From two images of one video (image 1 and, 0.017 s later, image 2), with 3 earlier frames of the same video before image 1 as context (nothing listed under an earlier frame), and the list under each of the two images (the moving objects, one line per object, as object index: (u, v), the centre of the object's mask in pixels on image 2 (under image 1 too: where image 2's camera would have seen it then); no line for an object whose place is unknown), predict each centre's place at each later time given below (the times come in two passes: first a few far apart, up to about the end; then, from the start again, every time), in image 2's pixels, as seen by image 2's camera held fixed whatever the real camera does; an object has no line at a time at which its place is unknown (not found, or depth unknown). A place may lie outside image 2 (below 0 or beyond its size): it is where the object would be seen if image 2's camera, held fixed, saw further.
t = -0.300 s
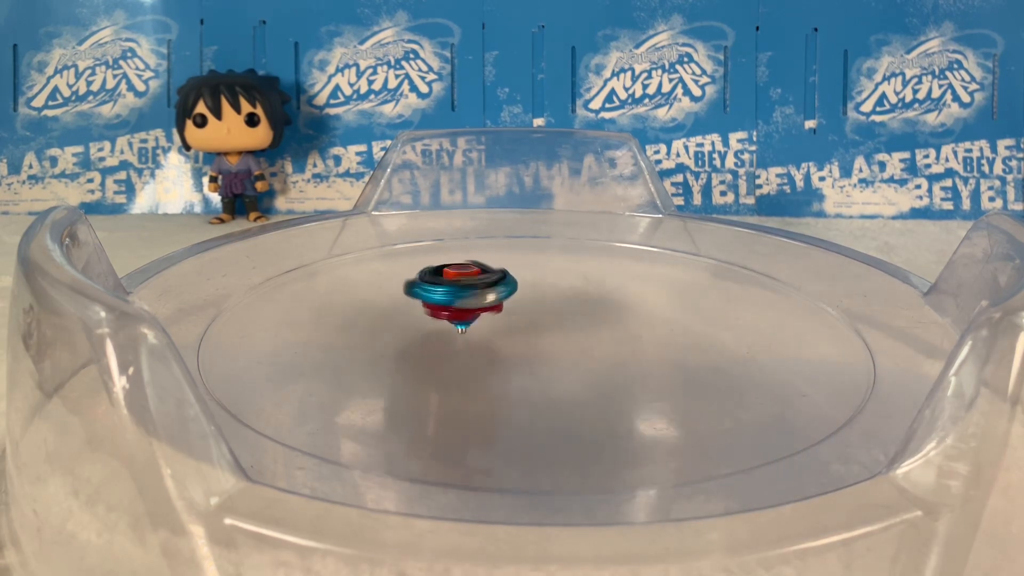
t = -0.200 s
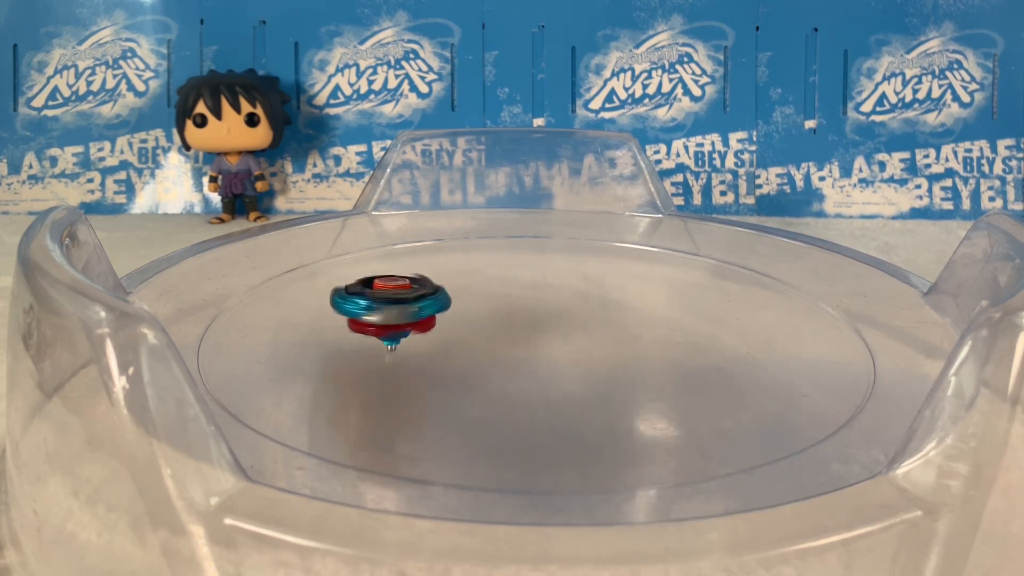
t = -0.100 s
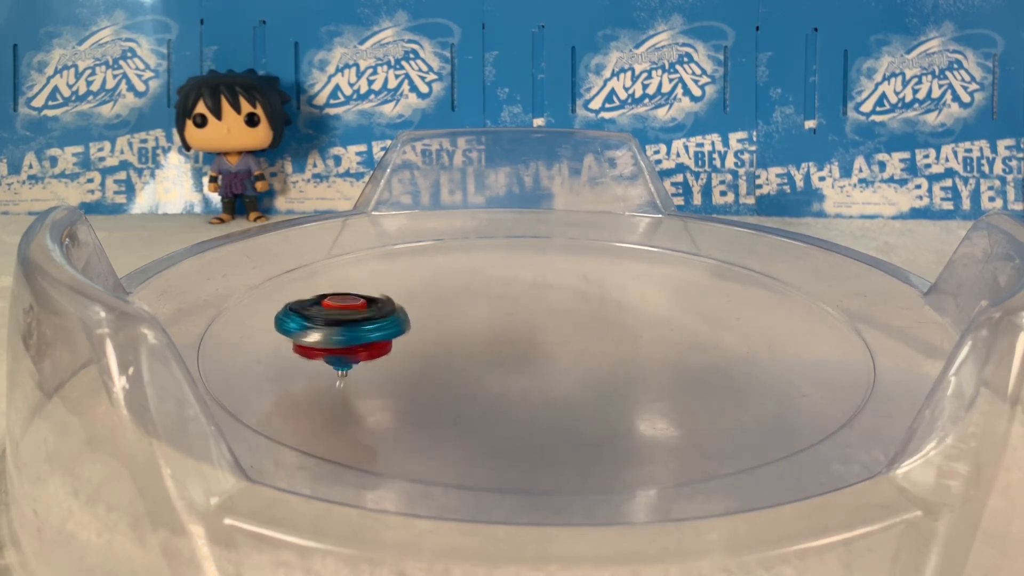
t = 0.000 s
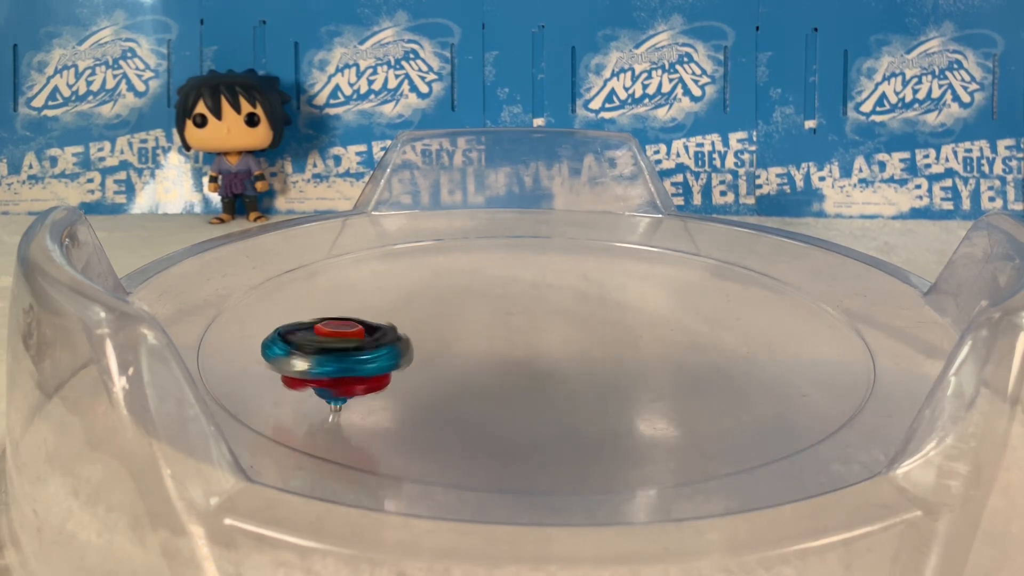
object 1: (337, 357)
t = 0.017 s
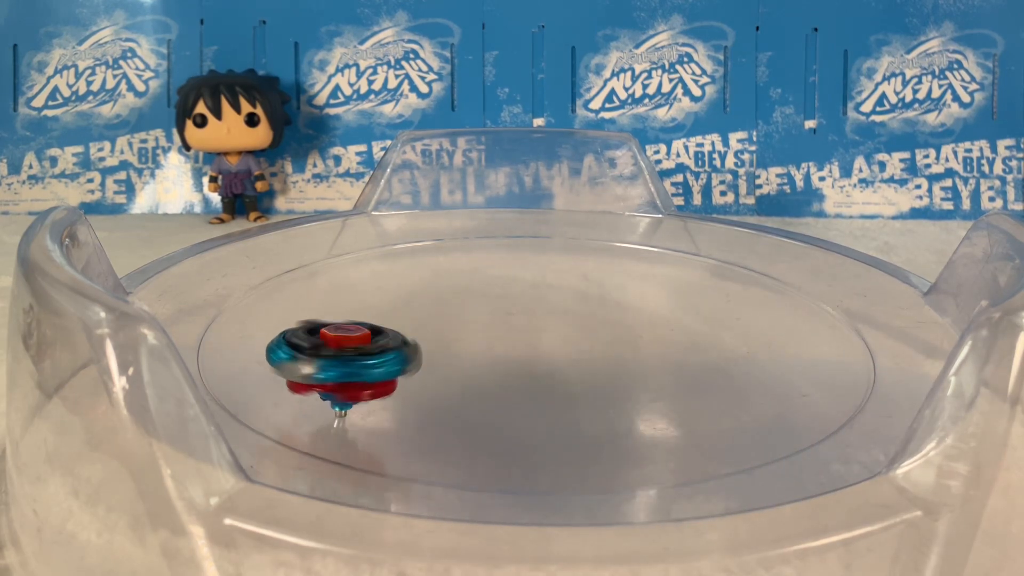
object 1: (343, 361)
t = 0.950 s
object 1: (364, 269)
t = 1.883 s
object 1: (557, 260)
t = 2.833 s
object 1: (655, 305)
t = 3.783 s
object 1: (652, 344)
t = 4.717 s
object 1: (553, 377)
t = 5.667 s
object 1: (360, 338)
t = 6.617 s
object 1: (429, 259)
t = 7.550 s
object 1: (649, 267)
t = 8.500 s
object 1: (692, 340)
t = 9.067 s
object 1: (354, 292)
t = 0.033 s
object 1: (351, 367)
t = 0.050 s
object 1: (362, 373)
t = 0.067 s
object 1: (375, 376)
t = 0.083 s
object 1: (390, 382)
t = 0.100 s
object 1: (408, 386)
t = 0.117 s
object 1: (427, 389)
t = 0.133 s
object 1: (447, 393)
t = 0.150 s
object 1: (469, 395)
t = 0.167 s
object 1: (490, 396)
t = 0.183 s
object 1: (512, 396)
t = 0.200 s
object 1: (533, 397)
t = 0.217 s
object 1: (553, 395)
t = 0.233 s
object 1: (573, 393)
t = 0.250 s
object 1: (591, 390)
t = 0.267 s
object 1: (606, 386)
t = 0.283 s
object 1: (621, 382)
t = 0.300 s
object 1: (633, 378)
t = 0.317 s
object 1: (642, 372)
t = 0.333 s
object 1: (650, 366)
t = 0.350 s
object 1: (656, 361)
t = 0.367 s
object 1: (660, 355)
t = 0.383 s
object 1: (662, 349)
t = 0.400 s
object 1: (663, 343)
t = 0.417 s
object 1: (662, 337)
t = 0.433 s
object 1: (660, 331)
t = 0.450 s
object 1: (657, 325)
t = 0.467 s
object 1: (652, 319)
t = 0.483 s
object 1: (647, 314)
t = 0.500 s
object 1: (642, 308)
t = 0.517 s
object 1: (634, 303)
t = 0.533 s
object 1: (627, 298)
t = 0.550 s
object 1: (619, 293)
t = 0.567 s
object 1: (611, 289)
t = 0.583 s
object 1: (602, 285)
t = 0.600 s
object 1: (593, 280)
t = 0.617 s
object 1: (582, 276)
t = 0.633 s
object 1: (572, 273)
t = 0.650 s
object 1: (562, 269)
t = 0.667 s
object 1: (551, 266)
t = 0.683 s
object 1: (540, 263)
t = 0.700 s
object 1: (529, 260)
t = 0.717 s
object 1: (518, 258)
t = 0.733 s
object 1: (506, 256)
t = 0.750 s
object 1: (495, 254)
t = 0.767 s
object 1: (482, 252)
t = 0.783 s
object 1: (471, 252)
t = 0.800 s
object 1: (459, 251)
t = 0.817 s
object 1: (447, 251)
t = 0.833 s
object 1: (435, 251)
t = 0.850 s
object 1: (424, 252)
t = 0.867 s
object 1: (412, 253)
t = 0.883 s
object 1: (401, 256)
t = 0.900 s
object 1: (391, 258)
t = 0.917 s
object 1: (380, 261)
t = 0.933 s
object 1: (371, 265)
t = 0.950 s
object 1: (364, 269)
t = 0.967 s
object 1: (357, 274)
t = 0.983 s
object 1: (352, 280)
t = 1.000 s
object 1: (349, 285)
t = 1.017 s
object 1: (346, 292)
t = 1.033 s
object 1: (346, 298)
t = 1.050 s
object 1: (348, 305)
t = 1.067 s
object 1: (351, 312)
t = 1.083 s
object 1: (356, 319)
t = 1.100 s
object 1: (364, 325)
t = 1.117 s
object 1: (373, 332)
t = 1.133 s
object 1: (383, 339)
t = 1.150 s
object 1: (397, 344)
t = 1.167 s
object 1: (411, 350)
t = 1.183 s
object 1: (426, 355)
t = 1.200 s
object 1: (443, 359)
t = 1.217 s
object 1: (461, 363)
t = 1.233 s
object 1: (478, 366)
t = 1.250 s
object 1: (498, 368)
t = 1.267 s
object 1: (516, 370)
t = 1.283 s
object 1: (535, 371)
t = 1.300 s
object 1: (554, 370)
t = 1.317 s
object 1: (572, 370)
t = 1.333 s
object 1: (590, 369)
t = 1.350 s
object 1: (607, 367)
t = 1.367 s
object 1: (624, 364)
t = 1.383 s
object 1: (640, 361)
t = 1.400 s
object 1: (654, 358)
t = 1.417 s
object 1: (668, 354)
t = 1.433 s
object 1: (681, 350)
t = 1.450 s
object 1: (692, 345)
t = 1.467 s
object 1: (702, 340)
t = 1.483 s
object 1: (711, 335)
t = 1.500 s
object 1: (718, 329)
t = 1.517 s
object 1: (724, 323)
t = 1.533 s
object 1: (729, 318)
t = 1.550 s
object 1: (732, 312)
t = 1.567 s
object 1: (733, 306)
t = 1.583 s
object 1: (734, 300)
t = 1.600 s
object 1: (733, 295)
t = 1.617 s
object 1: (731, 289)
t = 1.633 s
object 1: (727, 284)
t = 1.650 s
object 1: (722, 279)
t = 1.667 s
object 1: (715, 275)
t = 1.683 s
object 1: (708, 271)
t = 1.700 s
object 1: (699, 267)
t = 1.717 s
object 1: (689, 264)
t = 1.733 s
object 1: (678, 261)
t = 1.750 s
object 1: (666, 258)
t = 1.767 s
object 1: (654, 257)
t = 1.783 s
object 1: (640, 255)
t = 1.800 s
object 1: (627, 255)
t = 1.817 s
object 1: (613, 255)
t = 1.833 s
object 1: (599, 255)
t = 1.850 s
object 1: (585, 256)
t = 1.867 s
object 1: (571, 258)
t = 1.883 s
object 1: (557, 260)
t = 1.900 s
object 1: (544, 262)
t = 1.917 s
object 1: (531, 264)
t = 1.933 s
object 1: (518, 268)
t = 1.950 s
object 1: (506, 271)
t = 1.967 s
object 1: (495, 274)
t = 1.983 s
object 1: (484, 278)
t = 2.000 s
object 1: (473, 283)
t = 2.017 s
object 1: (464, 287)
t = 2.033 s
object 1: (455, 292)
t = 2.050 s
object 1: (447, 297)
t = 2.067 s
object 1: (440, 301)
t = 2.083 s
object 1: (434, 307)
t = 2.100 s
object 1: (428, 313)
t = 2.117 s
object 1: (424, 317)
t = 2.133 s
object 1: (421, 323)
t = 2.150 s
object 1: (418, 329)
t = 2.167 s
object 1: (416, 333)
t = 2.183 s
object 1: (416, 339)
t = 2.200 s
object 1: (417, 345)
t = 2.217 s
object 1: (418, 350)
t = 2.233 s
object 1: (421, 356)
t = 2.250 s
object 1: (426, 361)
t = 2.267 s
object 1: (431, 365)
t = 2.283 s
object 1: (438, 370)
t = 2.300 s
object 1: (448, 375)
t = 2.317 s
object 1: (457, 378)
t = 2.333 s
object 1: (469, 383)
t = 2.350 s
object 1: (482, 385)
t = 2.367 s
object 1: (496, 390)
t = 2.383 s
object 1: (511, 393)
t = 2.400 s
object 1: (528, 394)
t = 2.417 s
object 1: (546, 396)
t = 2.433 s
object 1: (564, 398)
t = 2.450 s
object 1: (582, 398)
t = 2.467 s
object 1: (601, 398)
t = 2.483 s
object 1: (621, 397)
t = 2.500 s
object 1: (638, 395)
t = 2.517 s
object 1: (656, 392)
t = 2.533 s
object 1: (674, 388)
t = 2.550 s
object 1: (688, 384)
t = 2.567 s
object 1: (701, 380)
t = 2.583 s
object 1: (713, 377)
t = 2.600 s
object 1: (723, 371)
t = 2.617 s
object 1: (730, 366)
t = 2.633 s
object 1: (734, 361)
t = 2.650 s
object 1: (737, 355)
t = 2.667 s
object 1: (737, 350)
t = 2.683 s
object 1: (734, 345)
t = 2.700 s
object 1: (730, 339)
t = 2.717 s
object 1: (725, 334)
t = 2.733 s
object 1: (718, 329)
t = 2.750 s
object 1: (710, 324)
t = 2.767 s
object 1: (701, 320)
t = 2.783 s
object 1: (690, 316)
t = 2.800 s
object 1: (679, 312)
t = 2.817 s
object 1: (668, 308)
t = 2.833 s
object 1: (655, 305)
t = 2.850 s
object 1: (643, 302)
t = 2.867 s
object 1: (629, 299)
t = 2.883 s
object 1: (616, 297)
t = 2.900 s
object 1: (603, 294)
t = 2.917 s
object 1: (589, 292)
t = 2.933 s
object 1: (576, 290)
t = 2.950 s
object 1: (563, 287)
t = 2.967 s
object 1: (549, 286)
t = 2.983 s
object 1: (536, 285)
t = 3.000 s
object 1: (523, 283)
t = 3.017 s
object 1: (510, 283)
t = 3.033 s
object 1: (497, 282)
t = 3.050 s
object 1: (484, 281)
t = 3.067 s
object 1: (471, 281)
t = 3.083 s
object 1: (459, 281)
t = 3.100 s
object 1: (446, 281)
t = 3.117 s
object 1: (433, 281)
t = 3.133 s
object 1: (421, 281)
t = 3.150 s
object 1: (409, 282)
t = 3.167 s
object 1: (397, 283)
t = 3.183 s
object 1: (387, 284)
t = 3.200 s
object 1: (375, 286)
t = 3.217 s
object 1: (365, 288)
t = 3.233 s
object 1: (355, 290)
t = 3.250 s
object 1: (346, 293)
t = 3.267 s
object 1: (338, 297)
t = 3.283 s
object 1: (330, 299)
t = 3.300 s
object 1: (323, 304)
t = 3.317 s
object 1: (319, 308)
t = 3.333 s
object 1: (314, 312)
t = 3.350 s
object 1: (312, 318)
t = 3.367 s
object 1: (313, 322)
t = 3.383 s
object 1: (314, 329)
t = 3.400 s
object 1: (318, 335)
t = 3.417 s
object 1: (324, 340)
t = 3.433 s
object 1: (333, 346)
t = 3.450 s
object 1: (343, 353)
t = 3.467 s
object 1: (355, 357)
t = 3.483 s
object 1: (370, 362)
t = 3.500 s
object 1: (387, 367)
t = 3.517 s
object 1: (404, 371)
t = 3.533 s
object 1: (423, 374)
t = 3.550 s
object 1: (443, 377)
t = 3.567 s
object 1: (464, 379)
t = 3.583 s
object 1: (484, 381)
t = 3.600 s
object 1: (504, 380)
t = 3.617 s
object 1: (523, 380)
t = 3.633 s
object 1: (541, 379)
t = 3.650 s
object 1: (558, 377)
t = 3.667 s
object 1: (575, 373)
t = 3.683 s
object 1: (591, 371)
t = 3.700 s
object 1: (605, 367)
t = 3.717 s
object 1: (618, 364)
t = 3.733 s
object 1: (629, 358)
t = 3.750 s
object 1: (638, 354)
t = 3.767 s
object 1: (647, 349)
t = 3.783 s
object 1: (652, 344)
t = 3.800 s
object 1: (658, 338)
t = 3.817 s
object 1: (663, 332)
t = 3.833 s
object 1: (666, 327)
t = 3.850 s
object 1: (668, 321)
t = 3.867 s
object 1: (669, 316)
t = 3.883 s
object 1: (669, 310)
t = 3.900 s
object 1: (667, 305)
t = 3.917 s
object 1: (664, 299)
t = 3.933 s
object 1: (661, 294)
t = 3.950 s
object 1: (657, 288)
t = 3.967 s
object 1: (652, 283)
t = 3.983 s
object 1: (647, 279)
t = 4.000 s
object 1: (641, 274)
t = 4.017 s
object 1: (634, 270)
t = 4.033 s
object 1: (627, 266)
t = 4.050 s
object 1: (618, 262)
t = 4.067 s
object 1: (609, 259)
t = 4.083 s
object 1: (600, 255)
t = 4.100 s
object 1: (590, 253)
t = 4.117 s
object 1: (580, 250)
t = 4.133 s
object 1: (569, 248)
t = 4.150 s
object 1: (559, 247)
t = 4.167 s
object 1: (547, 246)
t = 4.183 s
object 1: (535, 246)
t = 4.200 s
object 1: (523, 246)
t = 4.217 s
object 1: (511, 246)
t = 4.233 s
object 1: (499, 247)
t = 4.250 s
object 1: (488, 249)
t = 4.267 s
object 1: (478, 250)
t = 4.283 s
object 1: (467, 254)
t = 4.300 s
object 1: (457, 257)
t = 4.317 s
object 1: (448, 260)
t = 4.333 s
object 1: (439, 265)
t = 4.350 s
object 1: (431, 269)
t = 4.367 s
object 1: (423, 274)
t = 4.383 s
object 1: (418, 280)
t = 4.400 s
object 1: (413, 285)
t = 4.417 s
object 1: (410, 291)
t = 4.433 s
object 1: (407, 298)
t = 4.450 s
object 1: (406, 303)
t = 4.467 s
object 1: (406, 310)
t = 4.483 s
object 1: (407, 317)
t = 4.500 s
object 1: (409, 323)
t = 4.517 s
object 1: (414, 329)
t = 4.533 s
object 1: (420, 334)
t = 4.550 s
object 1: (427, 341)
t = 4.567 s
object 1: (435, 347)
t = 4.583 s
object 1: (444, 351)
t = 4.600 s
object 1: (454, 356)
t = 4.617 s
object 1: (465, 361)
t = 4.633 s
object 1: (477, 365)
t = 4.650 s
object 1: (491, 368)
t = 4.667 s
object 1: (507, 371)
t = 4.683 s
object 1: (522, 374)
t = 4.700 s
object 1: (538, 376)
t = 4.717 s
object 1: (553, 377)
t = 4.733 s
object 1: (569, 378)
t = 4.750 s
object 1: (587, 378)
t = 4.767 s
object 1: (604, 378)
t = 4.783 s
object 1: (621, 378)
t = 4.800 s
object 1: (639, 376)
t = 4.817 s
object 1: (655, 374)
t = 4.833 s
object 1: (671, 373)
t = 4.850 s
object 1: (685, 370)
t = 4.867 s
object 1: (699, 366)
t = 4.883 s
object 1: (713, 362)
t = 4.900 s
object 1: (726, 358)
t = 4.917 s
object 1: (736, 354)
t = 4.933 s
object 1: (744, 349)
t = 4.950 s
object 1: (751, 344)
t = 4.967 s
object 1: (757, 338)
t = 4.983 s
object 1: (760, 333)
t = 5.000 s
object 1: (762, 328)
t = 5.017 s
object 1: (763, 322)
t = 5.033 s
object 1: (761, 317)
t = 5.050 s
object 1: (757, 313)
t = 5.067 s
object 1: (750, 308)
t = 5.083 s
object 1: (743, 303)
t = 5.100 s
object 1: (735, 299)
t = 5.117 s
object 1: (726, 296)
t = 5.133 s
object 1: (715, 293)
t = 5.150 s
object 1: (703, 290)
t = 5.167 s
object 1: (690, 288)
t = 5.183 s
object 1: (677, 286)
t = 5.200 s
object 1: (663, 284)
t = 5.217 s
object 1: (649, 283)
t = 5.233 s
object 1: (635, 282)
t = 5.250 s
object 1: (621, 283)
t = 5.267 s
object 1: (607, 282)
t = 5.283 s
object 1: (591, 283)
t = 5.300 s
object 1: (577, 283)
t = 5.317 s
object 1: (563, 283)
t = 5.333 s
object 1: (549, 284)
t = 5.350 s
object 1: (536, 285)
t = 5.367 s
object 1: (522, 286)
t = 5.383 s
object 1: (509, 289)
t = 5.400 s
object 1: (496, 290)
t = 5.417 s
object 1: (484, 291)
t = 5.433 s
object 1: (472, 294)
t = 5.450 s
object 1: (461, 295)
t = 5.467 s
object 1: (449, 298)
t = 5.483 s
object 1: (439, 301)
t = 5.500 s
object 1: (428, 304)
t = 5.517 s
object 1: (418, 306)
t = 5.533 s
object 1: (409, 308)
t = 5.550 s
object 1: (400, 312)
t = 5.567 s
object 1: (392, 316)
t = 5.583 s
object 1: (385, 319)
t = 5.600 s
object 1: (377, 323)
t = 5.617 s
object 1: (372, 326)
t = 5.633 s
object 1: (366, 330)
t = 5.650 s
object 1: (362, 334)
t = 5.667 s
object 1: (360, 338)
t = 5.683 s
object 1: (359, 343)
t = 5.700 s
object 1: (359, 348)
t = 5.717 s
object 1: (358, 352)
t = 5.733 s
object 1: (362, 357)
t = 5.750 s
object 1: (367, 361)
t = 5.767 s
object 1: (374, 366)
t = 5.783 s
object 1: (383, 371)
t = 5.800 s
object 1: (393, 376)
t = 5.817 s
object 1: (404, 380)
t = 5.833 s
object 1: (420, 383)
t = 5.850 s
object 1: (436, 387)
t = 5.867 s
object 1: (453, 390)
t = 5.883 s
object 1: (472, 391)
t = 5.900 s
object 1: (490, 393)
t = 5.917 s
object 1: (510, 394)
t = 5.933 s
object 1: (529, 394)
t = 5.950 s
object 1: (548, 394)
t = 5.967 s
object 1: (566, 392)
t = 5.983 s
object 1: (582, 390)
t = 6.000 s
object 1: (598, 387)
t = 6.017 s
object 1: (611, 383)
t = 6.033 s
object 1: (623, 380)
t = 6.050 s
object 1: (634, 375)
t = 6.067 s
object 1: (642, 371)
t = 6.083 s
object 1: (649, 366)
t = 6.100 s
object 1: (653, 360)
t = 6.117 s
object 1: (657, 355)
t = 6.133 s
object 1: (660, 349)
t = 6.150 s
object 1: (660, 343)
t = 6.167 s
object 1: (659, 338)
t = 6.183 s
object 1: (657, 332)
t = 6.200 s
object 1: (654, 327)
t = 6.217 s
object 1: (651, 322)
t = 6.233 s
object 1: (647, 317)
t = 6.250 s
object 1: (641, 312)
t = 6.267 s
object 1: (634, 307)
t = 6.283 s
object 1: (627, 302)
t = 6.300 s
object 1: (620, 298)
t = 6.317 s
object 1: (613, 294)
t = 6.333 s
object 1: (605, 290)
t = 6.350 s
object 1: (595, 286)
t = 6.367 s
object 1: (586, 282)
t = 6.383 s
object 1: (578, 278)
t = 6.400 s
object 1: (568, 275)
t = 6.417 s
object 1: (559, 272)
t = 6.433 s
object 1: (548, 269)
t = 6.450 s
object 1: (537, 267)
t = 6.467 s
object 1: (527, 264)
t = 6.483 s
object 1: (517, 262)
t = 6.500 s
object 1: (506, 261)
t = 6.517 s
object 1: (495, 259)
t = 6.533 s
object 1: (483, 258)
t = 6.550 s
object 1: (473, 257)
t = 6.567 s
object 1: (462, 257)
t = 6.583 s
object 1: (451, 257)
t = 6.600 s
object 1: (440, 257)
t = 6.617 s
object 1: (429, 259)
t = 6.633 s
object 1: (418, 260)
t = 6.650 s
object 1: (409, 262)
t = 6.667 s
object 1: (400, 265)
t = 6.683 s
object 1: (391, 268)
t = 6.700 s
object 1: (383, 272)
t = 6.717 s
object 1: (376, 275)
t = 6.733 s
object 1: (370, 280)
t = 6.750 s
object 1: (366, 286)
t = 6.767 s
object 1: (364, 290)
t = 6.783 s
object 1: (362, 297)
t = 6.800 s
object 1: (362, 302)
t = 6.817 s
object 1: (363, 309)
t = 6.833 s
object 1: (367, 315)
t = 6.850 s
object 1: (373, 321)
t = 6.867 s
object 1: (379, 327)
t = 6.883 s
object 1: (387, 333)
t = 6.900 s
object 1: (397, 339)
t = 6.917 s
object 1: (409, 344)
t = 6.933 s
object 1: (421, 349)
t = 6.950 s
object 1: (434, 354)
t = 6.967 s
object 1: (449, 357)
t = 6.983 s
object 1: (464, 361)
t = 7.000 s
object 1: (481, 364)
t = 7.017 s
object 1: (497, 365)
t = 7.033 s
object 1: (513, 367)
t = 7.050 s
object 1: (530, 368)
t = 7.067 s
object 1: (548, 369)
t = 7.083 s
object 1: (565, 369)
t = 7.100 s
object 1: (581, 368)
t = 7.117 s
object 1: (596, 367)
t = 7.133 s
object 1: (612, 365)
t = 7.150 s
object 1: (627, 363)
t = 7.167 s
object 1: (641, 360)
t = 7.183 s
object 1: (654, 357)
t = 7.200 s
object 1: (666, 353)
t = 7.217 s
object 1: (679, 349)
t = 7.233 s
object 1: (690, 345)
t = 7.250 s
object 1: (699, 341)
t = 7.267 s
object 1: (706, 336)
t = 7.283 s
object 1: (712, 331)
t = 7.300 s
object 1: (719, 326)
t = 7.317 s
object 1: (724, 321)
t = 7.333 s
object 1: (726, 316)
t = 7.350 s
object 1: (726, 311)
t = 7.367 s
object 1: (727, 305)
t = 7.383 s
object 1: (727, 300)
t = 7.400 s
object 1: (724, 296)
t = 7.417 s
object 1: (720, 291)
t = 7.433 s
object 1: (714, 287)
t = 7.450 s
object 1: (708, 283)
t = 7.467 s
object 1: (701, 279)
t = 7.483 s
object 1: (692, 276)
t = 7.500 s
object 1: (682, 272)
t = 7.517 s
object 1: (672, 270)
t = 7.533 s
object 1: (661, 268)
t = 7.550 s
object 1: (649, 267)
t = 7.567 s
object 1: (637, 266)
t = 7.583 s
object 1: (624, 265)
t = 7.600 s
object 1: (611, 265)
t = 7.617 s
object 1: (599, 266)
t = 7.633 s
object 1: (585, 266)
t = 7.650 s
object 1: (571, 268)
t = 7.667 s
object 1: (559, 268)
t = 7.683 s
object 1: (546, 271)
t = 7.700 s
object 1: (534, 274)
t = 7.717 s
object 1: (521, 276)
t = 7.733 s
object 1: (509, 279)
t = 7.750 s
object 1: (499, 282)
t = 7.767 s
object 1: (489, 285)
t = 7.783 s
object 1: (478, 290)
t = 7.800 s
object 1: (468, 293)
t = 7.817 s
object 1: (459, 297)
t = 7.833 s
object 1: (452, 301)
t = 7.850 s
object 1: (445, 305)
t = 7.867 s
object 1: (438, 310)
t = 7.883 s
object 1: (431, 314)
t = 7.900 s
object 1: (426, 319)
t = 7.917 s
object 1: (422, 323)
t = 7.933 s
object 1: (419, 329)
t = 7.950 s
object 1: (416, 333)
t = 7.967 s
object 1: (414, 337)
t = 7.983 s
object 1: (413, 343)
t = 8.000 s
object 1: (415, 347)
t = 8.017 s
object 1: (415, 353)
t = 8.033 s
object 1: (418, 357)
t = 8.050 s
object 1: (422, 361)
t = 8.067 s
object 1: (428, 366)
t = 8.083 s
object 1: (433, 370)
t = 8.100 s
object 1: (440, 375)
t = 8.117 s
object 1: (451, 378)
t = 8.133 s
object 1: (462, 382)
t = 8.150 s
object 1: (474, 386)
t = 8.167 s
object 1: (485, 389)
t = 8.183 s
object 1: (500, 390)
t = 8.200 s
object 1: (516, 392)
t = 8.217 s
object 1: (532, 394)
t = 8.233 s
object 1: (549, 395)
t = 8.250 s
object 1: (566, 395)
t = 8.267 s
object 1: (584, 395)
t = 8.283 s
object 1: (601, 395)
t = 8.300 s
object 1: (616, 393)
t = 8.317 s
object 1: (633, 390)
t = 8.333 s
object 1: (648, 387)
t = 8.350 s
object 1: (661, 384)
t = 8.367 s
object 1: (670, 379)
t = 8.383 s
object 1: (680, 374)
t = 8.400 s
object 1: (688, 371)
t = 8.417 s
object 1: (693, 366)
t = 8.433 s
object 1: (697, 361)
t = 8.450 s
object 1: (698, 355)
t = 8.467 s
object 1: (699, 350)
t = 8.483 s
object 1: (696, 345)
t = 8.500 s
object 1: (692, 340)
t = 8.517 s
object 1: (689, 335)
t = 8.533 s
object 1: (683, 331)
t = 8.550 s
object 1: (676, 326)
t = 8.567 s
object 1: (668, 321)
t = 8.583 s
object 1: (660, 317)
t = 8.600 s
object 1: (651, 313)
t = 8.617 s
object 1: (641, 310)
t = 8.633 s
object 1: (631, 306)
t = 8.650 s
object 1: (620, 303)
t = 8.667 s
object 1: (610, 300)
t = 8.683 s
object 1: (599, 297)
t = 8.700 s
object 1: (587, 294)
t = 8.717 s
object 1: (577, 291)
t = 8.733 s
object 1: (566, 289)
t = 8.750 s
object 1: (555, 287)
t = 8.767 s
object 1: (542, 285)
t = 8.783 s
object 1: (531, 283)
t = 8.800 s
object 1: (520, 281)
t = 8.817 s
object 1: (508, 281)
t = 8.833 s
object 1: (497, 279)
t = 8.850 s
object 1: (485, 278)
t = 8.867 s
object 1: (474, 277)
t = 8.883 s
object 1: (462, 277)
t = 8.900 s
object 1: (450, 276)
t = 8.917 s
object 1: (440, 276)
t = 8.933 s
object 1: (429, 276)
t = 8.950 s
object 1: (418, 277)
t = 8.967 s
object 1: (407, 278)
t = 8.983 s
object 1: (396, 279)
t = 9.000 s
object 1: (387, 280)
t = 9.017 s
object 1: (377, 283)
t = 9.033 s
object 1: (369, 284)
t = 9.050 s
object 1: (361, 288)
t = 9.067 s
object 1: (354, 292)
